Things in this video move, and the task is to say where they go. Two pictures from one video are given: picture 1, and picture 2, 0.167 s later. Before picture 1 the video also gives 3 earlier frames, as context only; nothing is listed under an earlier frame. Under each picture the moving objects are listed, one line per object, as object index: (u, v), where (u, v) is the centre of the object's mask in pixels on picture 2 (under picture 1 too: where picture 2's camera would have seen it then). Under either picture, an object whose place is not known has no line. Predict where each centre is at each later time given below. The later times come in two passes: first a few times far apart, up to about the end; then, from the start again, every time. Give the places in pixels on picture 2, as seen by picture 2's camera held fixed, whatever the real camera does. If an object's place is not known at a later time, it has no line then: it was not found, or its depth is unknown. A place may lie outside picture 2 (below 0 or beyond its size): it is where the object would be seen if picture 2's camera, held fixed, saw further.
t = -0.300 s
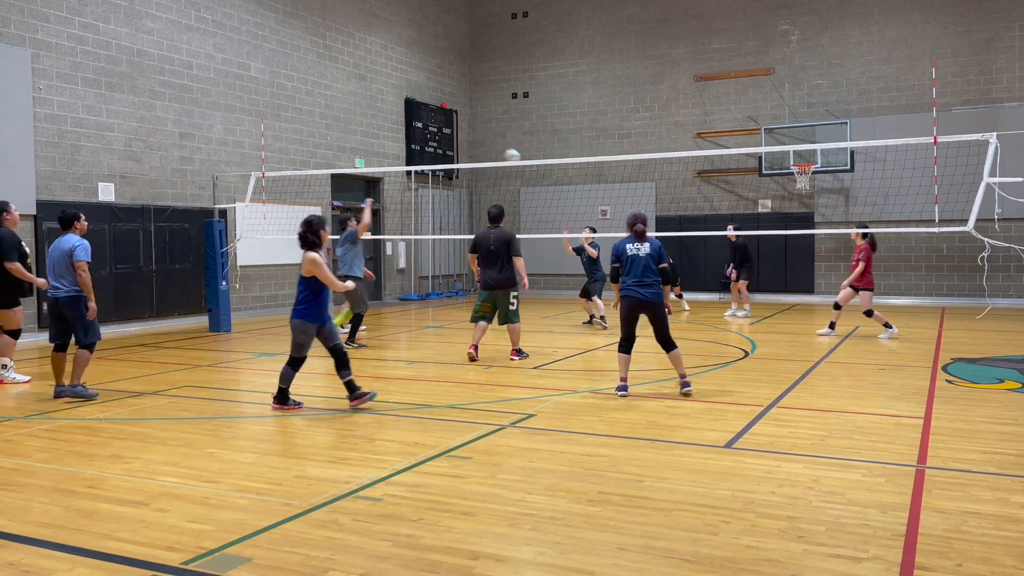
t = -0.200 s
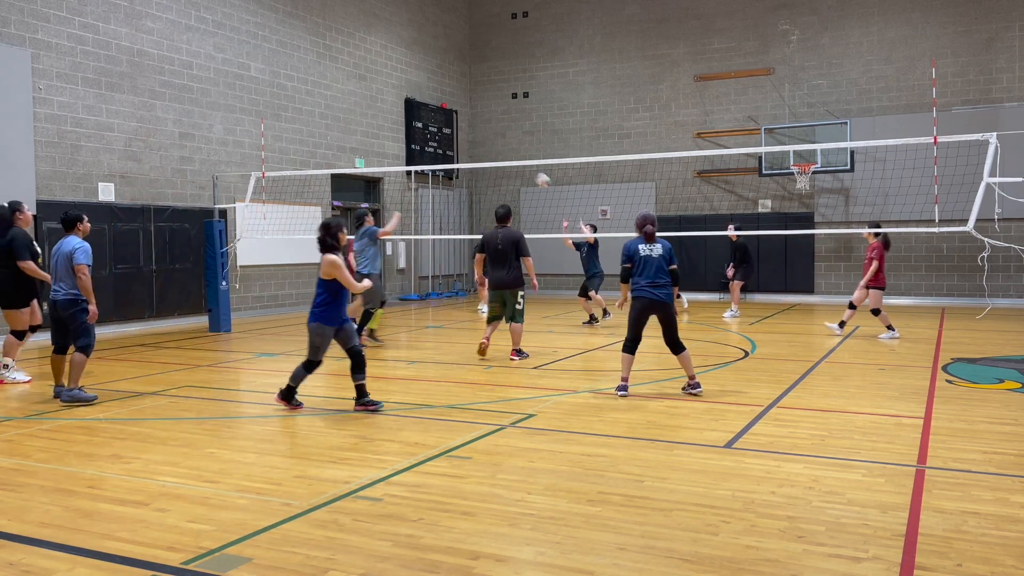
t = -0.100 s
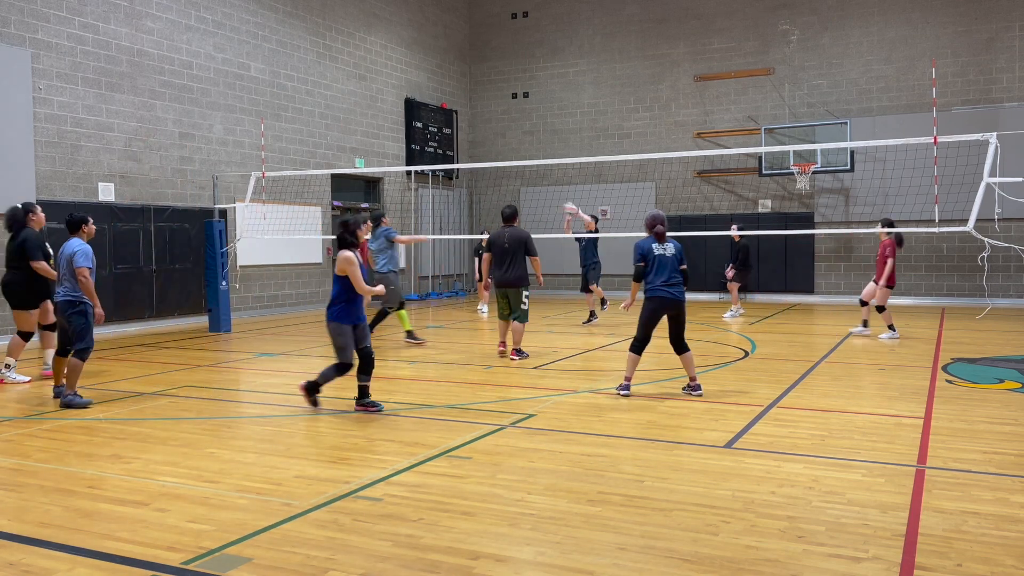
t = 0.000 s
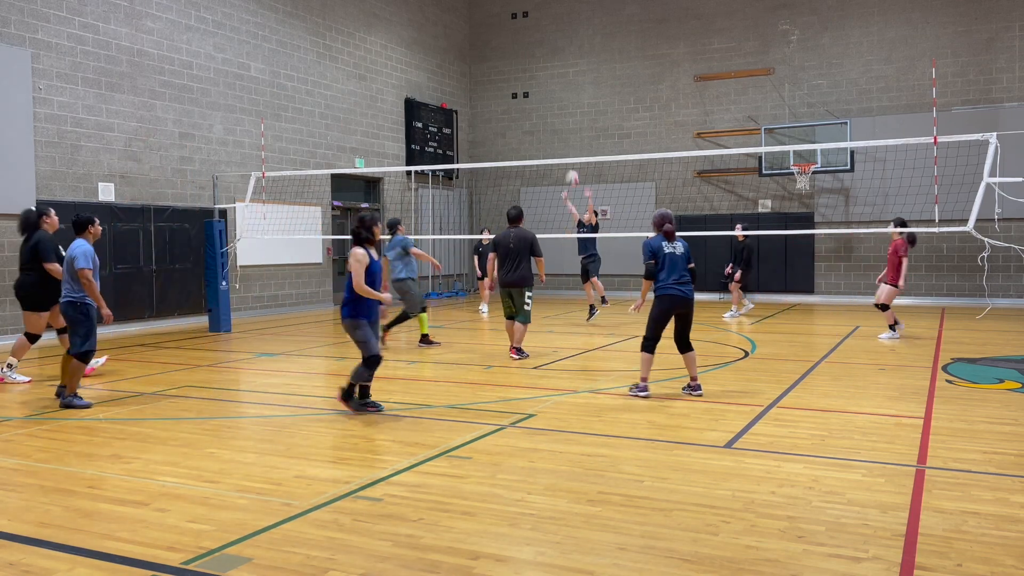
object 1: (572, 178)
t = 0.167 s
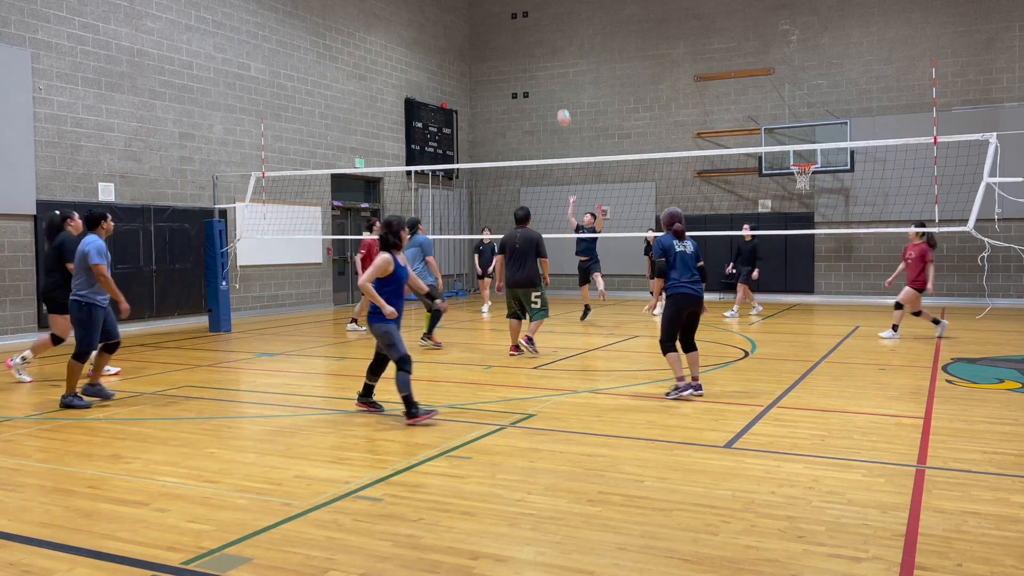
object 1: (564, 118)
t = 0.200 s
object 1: (562, 107)
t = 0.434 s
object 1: (550, 54)
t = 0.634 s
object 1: (539, 36)
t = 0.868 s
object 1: (526, 47)
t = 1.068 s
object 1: (516, 85)
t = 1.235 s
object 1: (506, 136)
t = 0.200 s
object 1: (562, 107)
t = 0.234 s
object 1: (560, 97)
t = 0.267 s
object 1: (559, 88)
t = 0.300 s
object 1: (557, 80)
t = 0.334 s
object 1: (555, 73)
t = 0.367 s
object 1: (553, 66)
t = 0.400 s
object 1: (552, 60)
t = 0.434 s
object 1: (550, 54)
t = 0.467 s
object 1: (548, 50)
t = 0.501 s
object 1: (546, 45)
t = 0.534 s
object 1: (545, 42)
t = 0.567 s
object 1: (543, 39)
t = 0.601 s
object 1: (541, 37)
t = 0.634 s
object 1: (539, 36)
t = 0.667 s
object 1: (537, 35)
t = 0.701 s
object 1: (535, 35)
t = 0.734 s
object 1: (534, 36)
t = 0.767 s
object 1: (532, 38)
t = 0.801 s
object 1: (530, 40)
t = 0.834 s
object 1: (528, 43)
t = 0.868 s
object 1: (526, 47)
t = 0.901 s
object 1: (525, 51)
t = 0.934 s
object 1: (523, 56)
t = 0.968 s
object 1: (521, 62)
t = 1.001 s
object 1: (519, 69)
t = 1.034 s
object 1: (518, 76)
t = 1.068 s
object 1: (516, 85)
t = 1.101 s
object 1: (514, 93)
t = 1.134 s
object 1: (512, 103)
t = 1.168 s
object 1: (510, 113)
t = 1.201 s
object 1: (508, 125)
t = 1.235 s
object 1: (506, 136)
